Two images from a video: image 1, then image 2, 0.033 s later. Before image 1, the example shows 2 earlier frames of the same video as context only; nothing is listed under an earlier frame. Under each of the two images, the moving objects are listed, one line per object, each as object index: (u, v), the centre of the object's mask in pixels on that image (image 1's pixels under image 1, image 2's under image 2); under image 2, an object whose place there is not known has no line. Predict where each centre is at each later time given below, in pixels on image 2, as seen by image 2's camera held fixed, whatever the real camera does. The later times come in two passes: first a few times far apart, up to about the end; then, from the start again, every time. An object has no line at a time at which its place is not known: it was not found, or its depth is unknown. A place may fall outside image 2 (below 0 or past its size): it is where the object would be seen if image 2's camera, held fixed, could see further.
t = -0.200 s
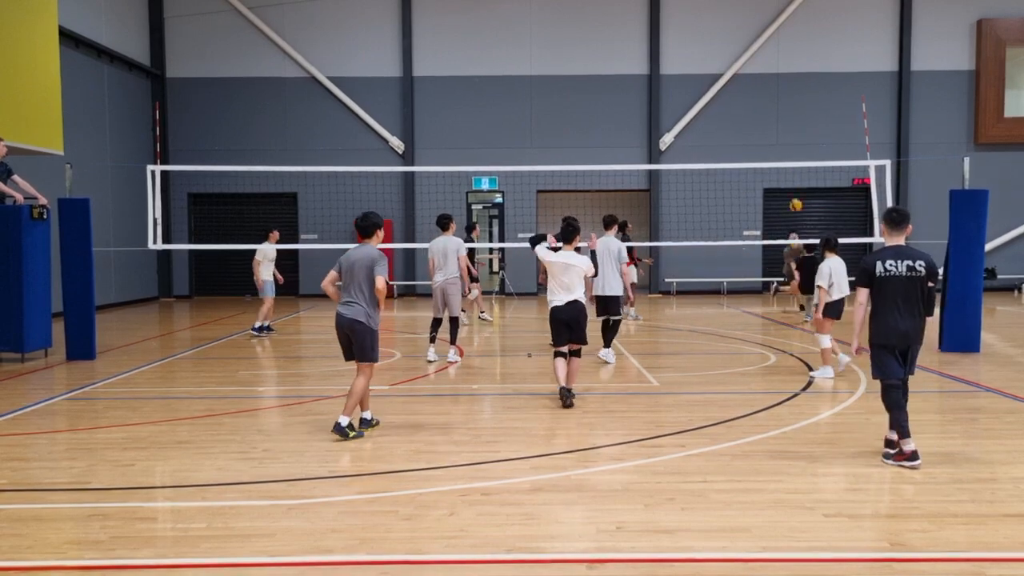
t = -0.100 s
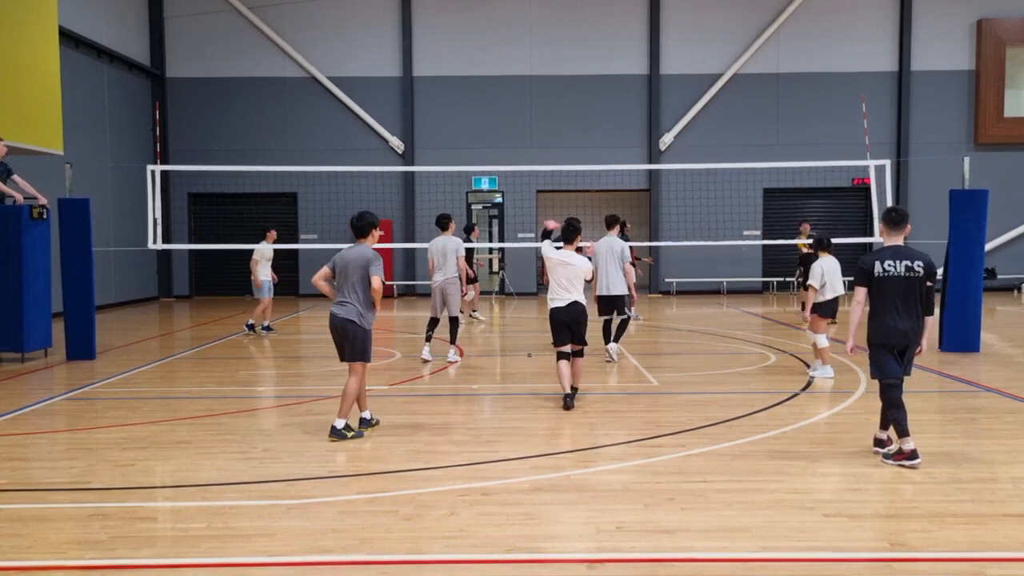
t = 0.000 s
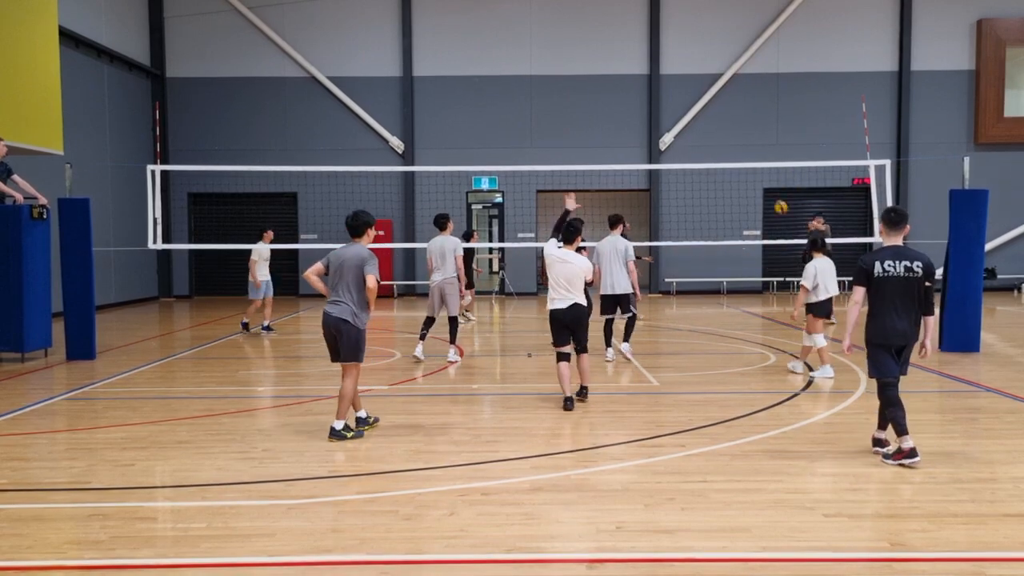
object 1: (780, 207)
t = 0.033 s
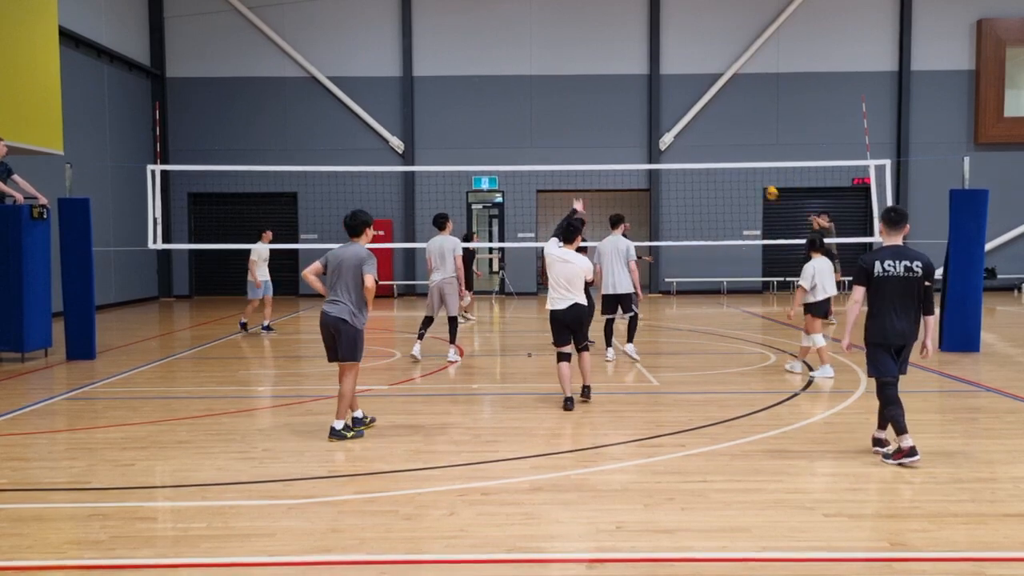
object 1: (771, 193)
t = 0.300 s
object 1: (692, 102)
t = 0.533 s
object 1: (621, 59)
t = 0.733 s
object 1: (558, 46)
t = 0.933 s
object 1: (496, 57)
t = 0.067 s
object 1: (761, 179)
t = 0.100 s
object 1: (752, 169)
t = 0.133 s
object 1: (742, 154)
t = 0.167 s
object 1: (733, 142)
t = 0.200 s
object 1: (723, 132)
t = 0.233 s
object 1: (712, 121)
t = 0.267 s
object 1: (703, 112)
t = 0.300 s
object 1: (692, 102)
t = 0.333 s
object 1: (682, 95)
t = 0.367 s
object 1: (672, 87)
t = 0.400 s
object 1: (662, 80)
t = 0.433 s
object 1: (652, 74)
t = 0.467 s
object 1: (642, 68)
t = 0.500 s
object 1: (631, 64)
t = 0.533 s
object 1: (621, 59)
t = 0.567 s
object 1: (610, 54)
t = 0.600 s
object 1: (600, 52)
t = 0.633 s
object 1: (590, 49)
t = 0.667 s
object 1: (579, 47)
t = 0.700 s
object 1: (569, 47)
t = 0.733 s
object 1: (558, 46)
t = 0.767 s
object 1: (547, 46)
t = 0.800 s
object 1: (537, 47)
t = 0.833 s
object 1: (527, 48)
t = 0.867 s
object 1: (516, 51)
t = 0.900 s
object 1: (506, 54)
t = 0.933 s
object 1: (496, 57)
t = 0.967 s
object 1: (485, 62)
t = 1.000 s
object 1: (474, 67)
